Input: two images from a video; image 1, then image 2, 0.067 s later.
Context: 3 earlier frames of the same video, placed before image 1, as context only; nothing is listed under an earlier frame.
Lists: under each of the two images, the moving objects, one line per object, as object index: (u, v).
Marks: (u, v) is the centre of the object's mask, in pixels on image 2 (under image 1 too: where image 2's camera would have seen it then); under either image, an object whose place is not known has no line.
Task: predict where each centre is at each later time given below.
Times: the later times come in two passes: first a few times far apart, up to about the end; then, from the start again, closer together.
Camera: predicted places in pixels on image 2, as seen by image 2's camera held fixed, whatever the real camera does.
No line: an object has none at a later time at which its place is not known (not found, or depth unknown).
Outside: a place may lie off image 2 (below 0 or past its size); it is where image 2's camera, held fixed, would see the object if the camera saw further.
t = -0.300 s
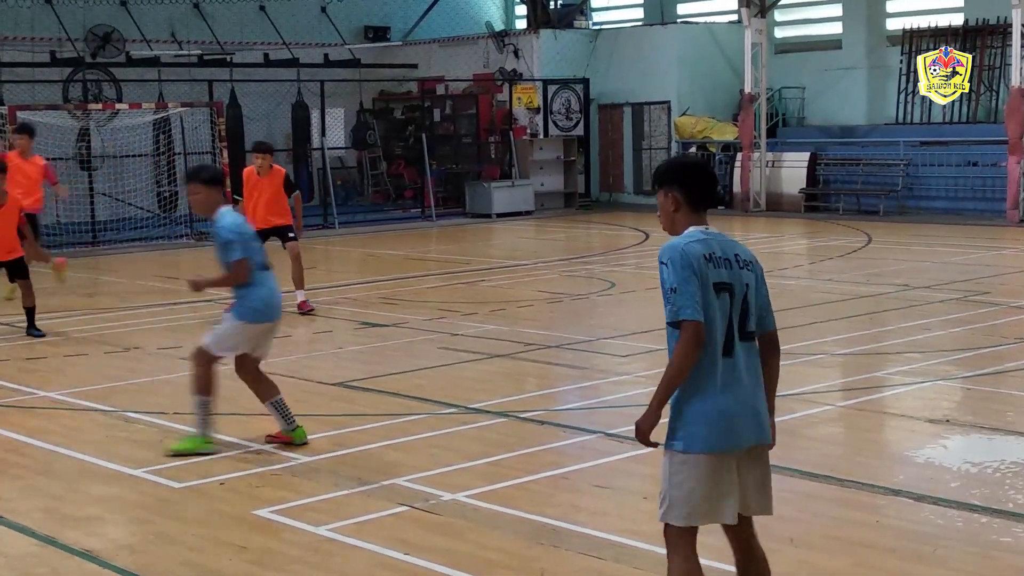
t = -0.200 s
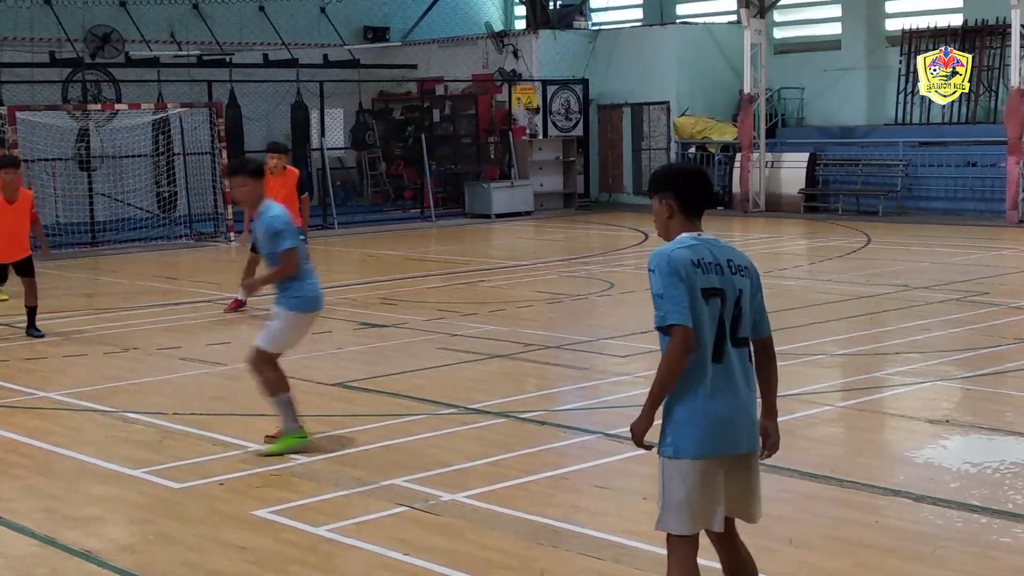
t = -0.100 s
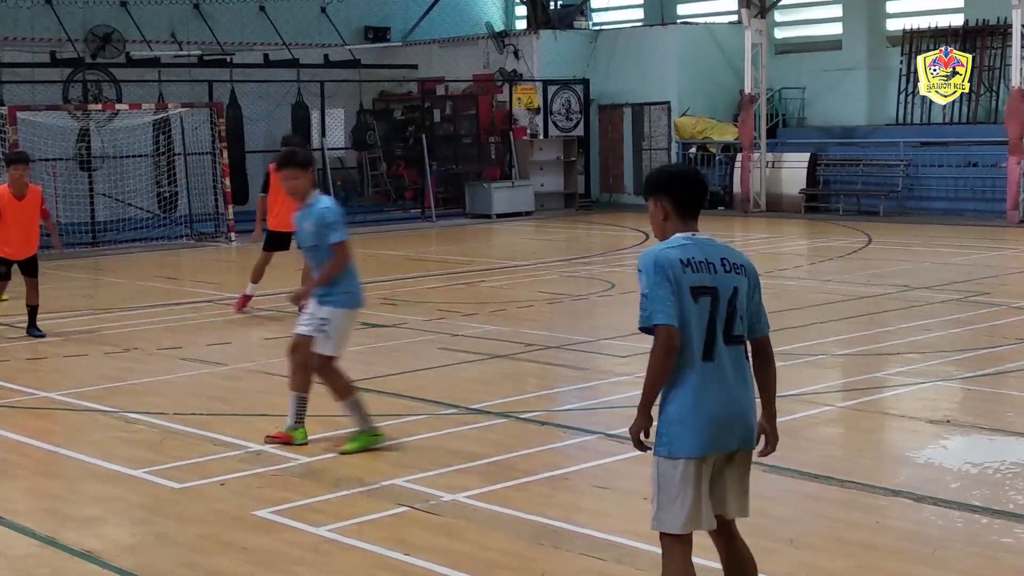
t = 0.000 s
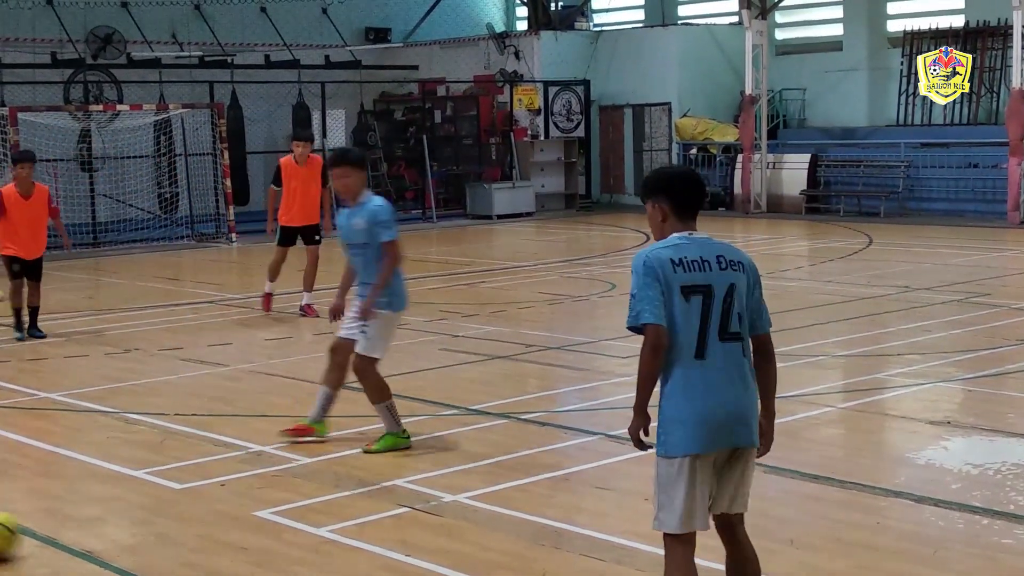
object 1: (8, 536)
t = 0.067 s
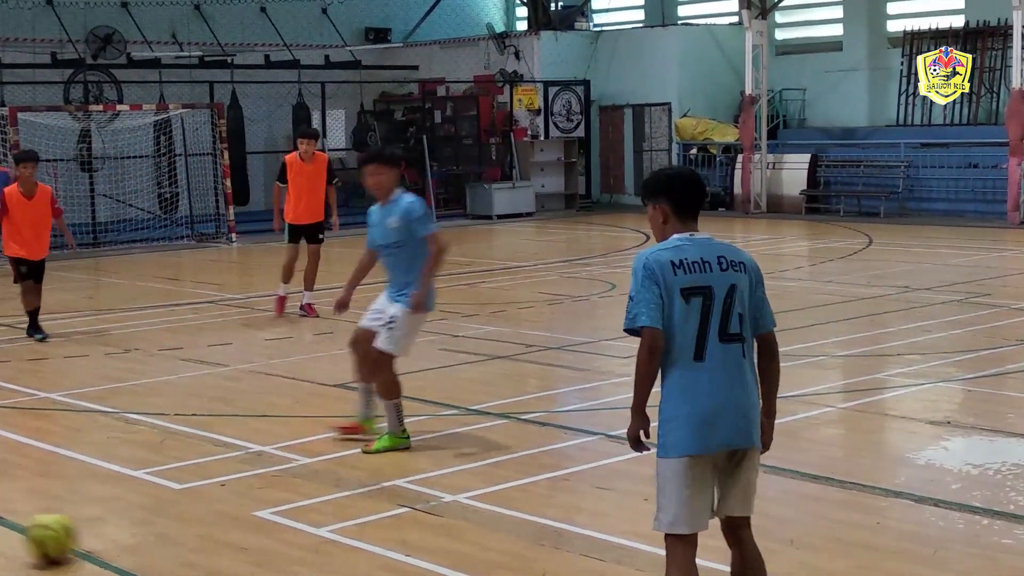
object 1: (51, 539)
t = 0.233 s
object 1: (198, 546)
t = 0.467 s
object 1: (410, 553)
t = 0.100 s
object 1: (80, 541)
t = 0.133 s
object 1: (108, 544)
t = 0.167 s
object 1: (139, 544)
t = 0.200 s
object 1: (169, 546)
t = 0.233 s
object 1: (198, 546)
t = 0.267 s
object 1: (227, 549)
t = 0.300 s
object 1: (258, 549)
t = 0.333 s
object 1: (287, 551)
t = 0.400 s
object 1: (349, 552)
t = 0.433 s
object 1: (378, 553)
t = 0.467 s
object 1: (410, 553)
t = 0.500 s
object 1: (441, 554)
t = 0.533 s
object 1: (472, 555)
